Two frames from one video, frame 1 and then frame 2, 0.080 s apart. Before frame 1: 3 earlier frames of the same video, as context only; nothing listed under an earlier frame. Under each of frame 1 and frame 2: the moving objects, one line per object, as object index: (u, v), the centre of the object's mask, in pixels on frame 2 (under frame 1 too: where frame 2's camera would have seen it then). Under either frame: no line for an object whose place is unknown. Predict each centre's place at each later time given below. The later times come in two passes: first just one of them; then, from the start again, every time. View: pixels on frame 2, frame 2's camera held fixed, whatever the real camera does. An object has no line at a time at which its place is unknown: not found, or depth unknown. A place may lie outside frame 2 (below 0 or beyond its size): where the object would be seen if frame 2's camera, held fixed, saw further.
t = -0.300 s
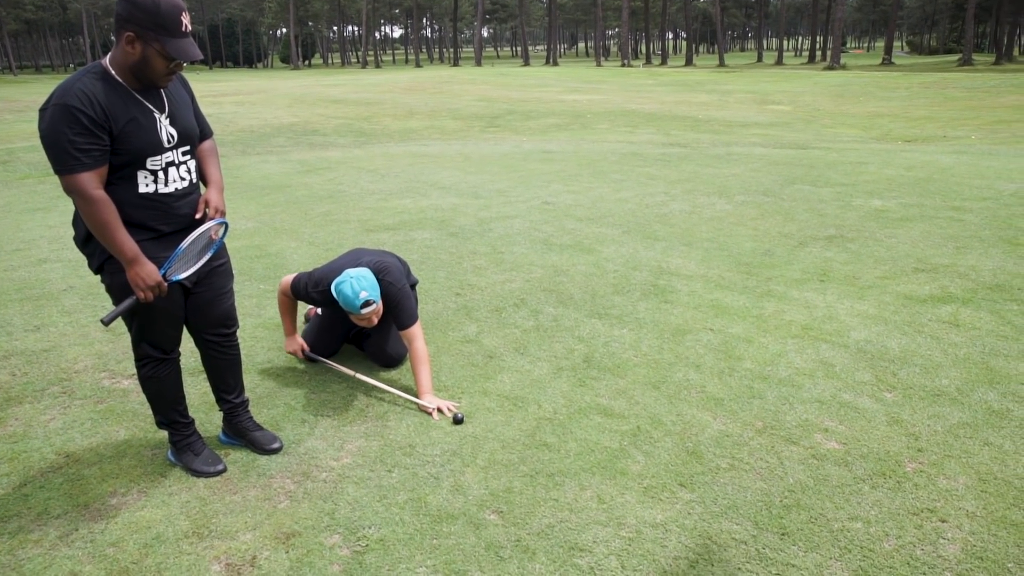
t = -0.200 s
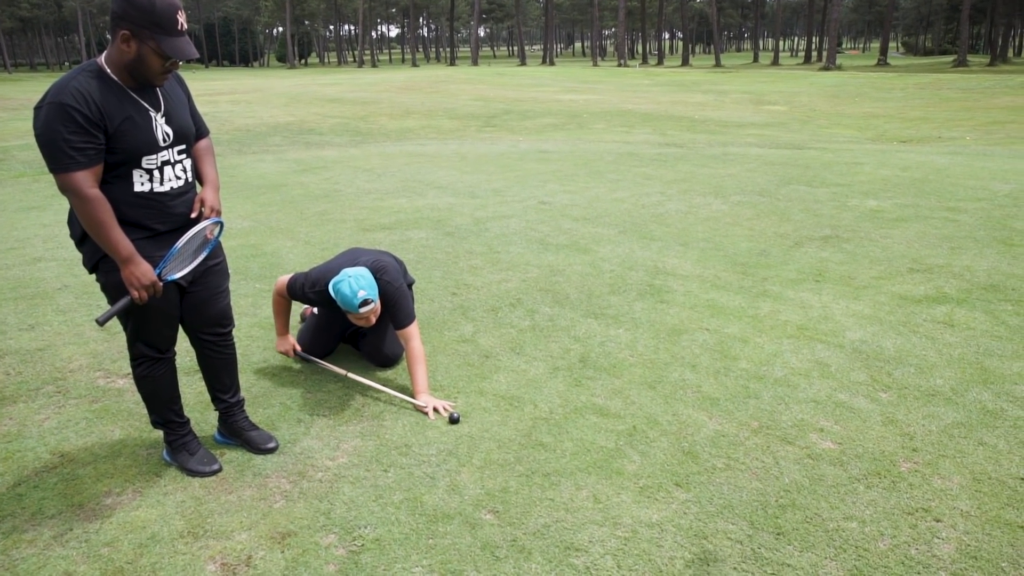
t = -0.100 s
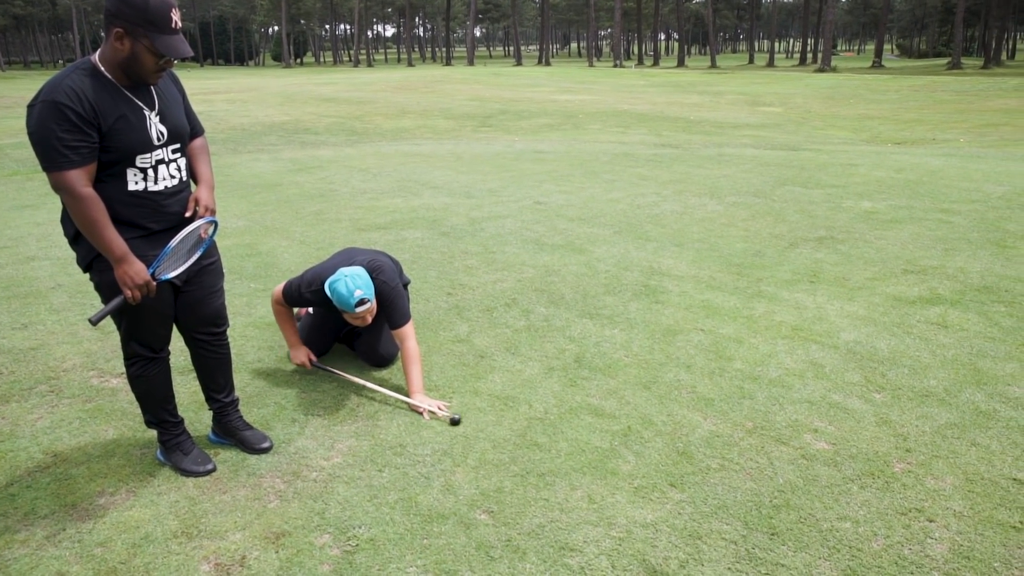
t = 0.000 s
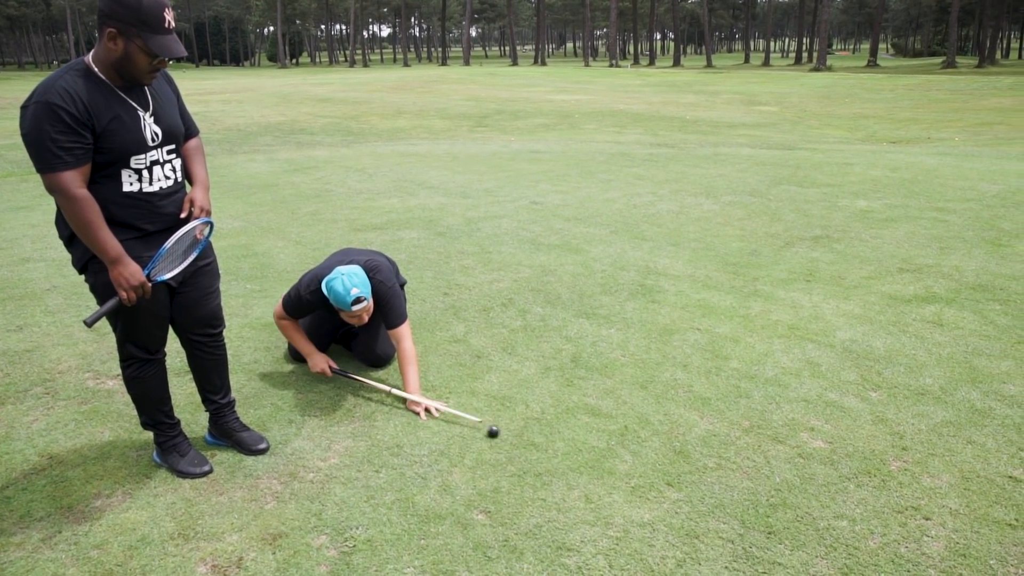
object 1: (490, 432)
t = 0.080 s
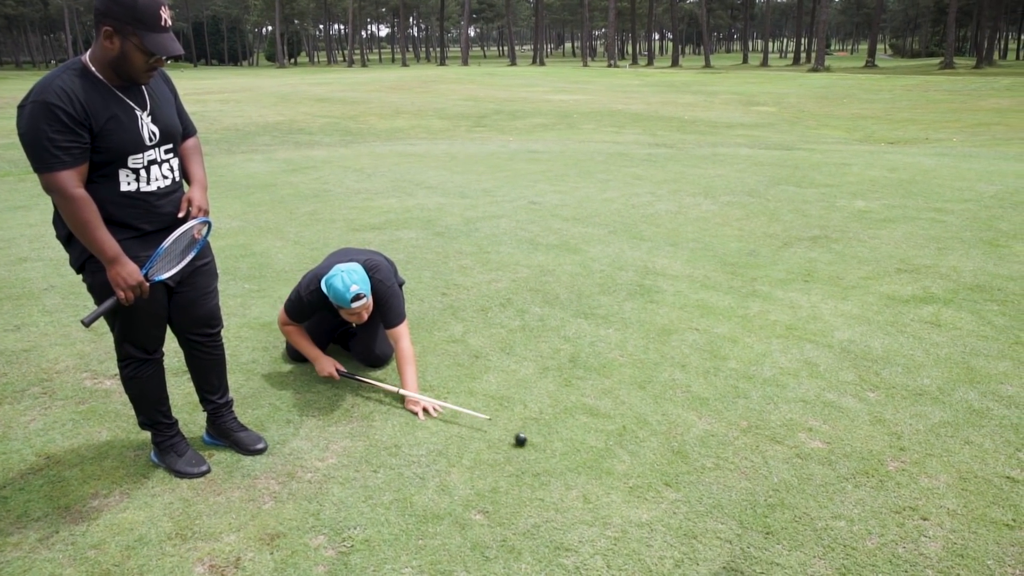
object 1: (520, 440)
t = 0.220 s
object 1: (571, 455)
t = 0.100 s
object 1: (527, 443)
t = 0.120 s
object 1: (535, 445)
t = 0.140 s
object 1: (542, 446)
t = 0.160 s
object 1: (550, 447)
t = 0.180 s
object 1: (556, 449)
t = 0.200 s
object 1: (564, 451)
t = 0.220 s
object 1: (571, 455)
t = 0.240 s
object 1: (579, 458)
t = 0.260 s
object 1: (586, 460)
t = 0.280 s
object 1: (593, 461)
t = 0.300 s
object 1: (600, 463)
